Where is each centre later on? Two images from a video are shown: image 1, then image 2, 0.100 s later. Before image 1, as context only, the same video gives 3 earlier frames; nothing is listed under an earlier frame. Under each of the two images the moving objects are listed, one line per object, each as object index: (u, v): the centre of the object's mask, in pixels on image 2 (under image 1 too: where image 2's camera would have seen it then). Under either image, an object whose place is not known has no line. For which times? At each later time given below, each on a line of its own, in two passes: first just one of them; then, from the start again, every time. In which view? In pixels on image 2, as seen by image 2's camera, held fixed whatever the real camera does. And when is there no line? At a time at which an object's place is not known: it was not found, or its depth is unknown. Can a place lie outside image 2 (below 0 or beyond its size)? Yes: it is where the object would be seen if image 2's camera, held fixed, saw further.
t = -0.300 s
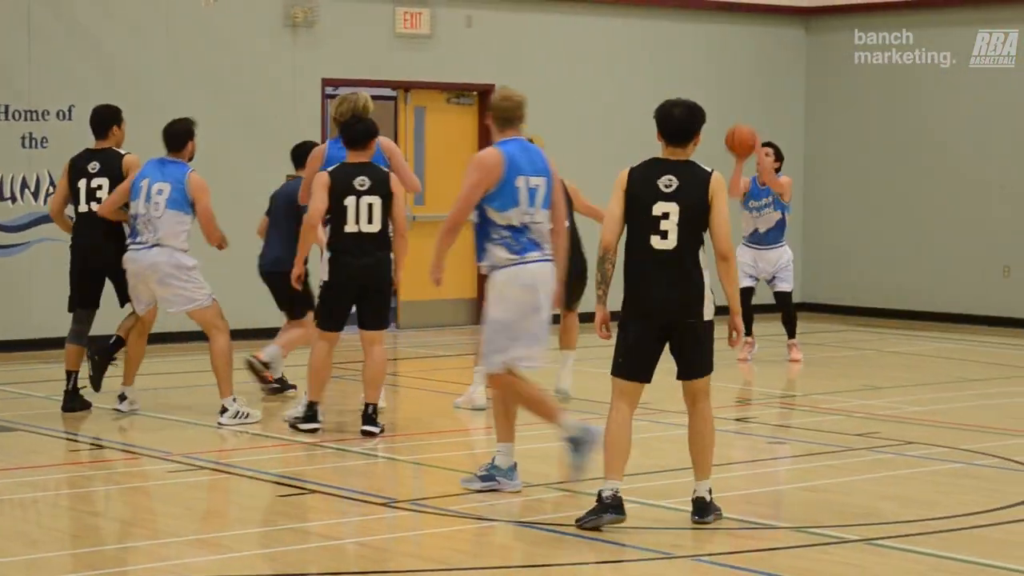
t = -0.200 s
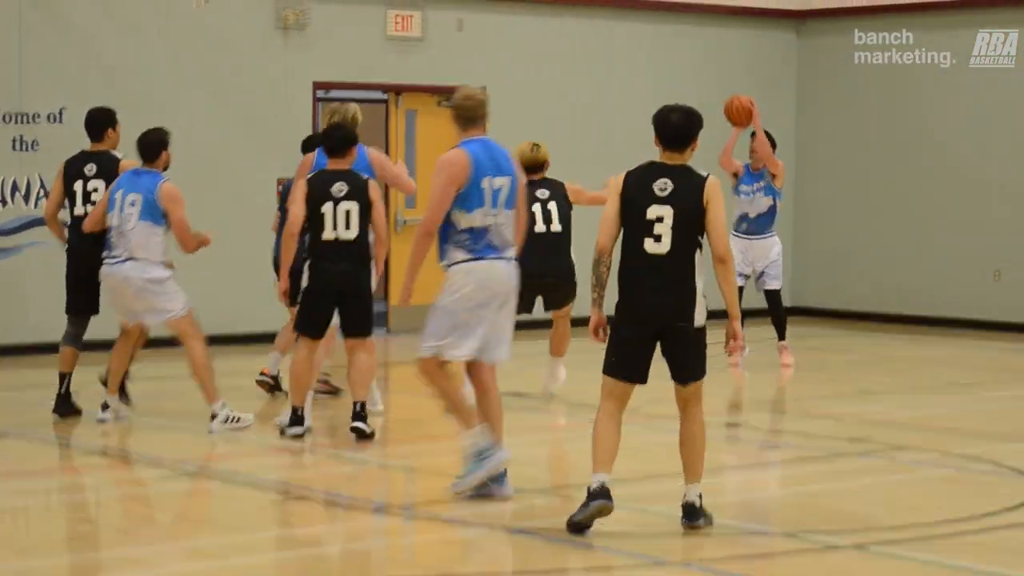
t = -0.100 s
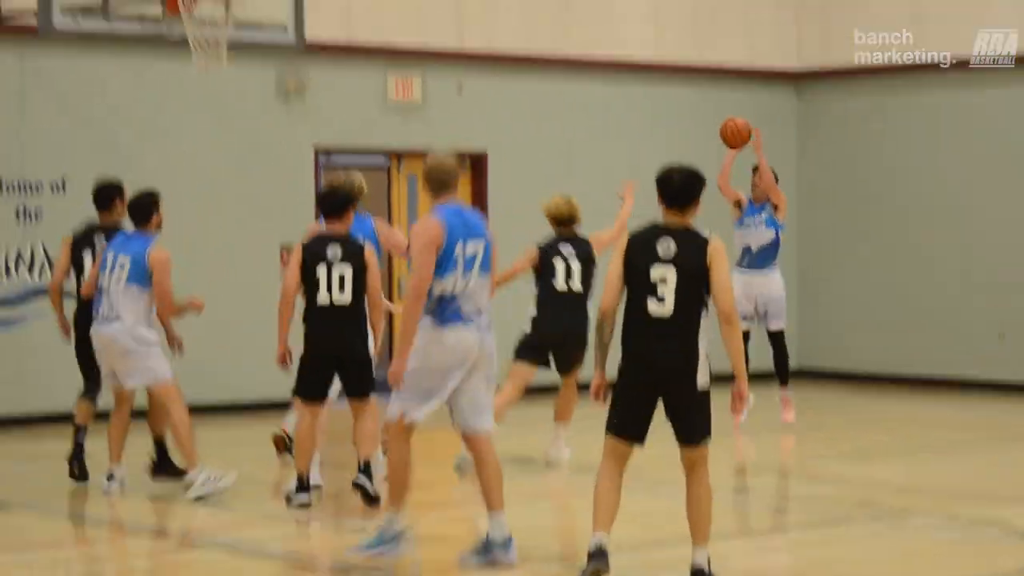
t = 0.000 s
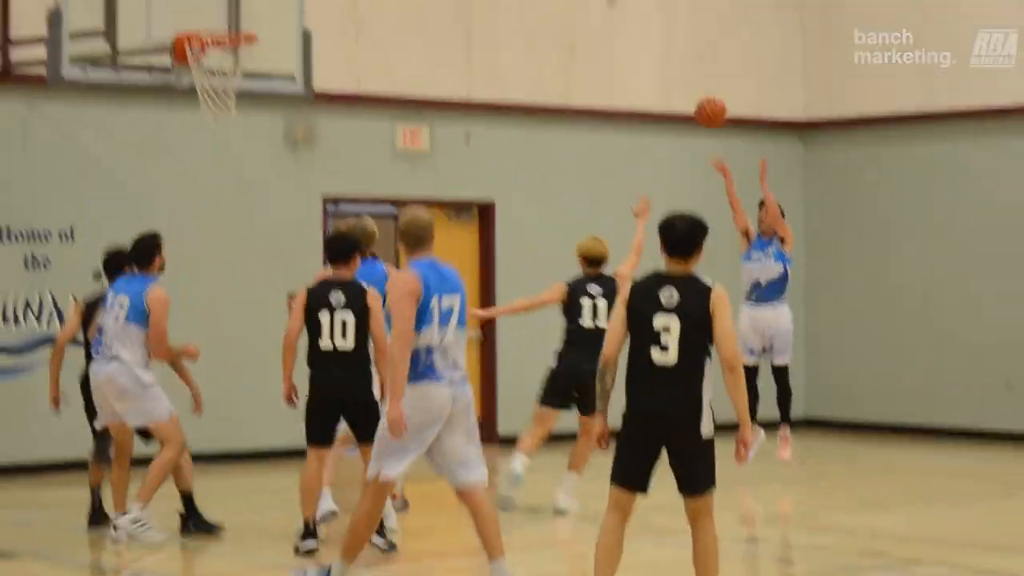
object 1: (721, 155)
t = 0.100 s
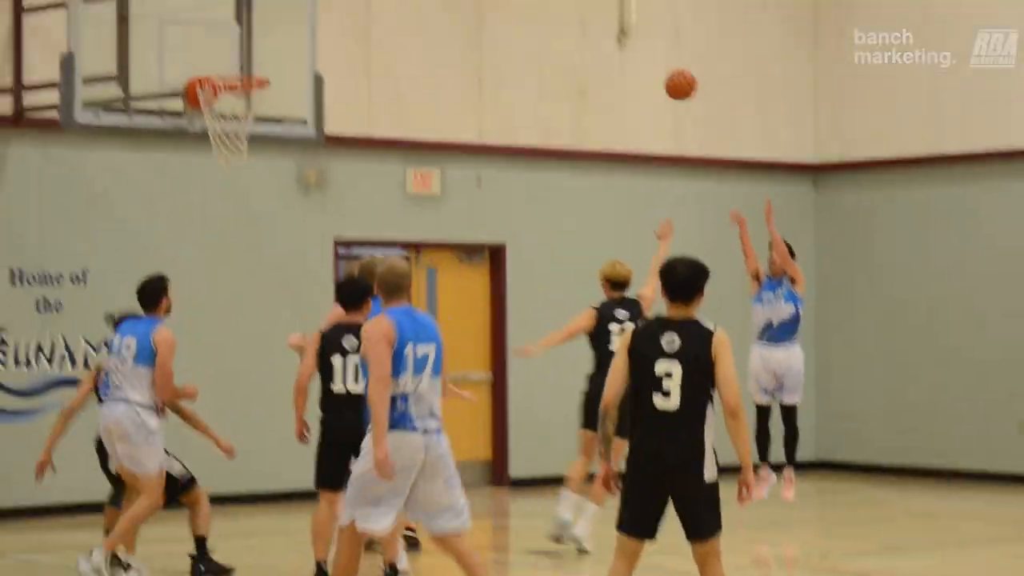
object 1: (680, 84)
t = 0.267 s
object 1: (610, -6)
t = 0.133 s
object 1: (666, 64)
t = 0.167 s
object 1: (652, 44)
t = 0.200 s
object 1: (637, 26)
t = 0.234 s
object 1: (624, 9)
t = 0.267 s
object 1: (610, -6)
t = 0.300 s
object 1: (595, -20)
